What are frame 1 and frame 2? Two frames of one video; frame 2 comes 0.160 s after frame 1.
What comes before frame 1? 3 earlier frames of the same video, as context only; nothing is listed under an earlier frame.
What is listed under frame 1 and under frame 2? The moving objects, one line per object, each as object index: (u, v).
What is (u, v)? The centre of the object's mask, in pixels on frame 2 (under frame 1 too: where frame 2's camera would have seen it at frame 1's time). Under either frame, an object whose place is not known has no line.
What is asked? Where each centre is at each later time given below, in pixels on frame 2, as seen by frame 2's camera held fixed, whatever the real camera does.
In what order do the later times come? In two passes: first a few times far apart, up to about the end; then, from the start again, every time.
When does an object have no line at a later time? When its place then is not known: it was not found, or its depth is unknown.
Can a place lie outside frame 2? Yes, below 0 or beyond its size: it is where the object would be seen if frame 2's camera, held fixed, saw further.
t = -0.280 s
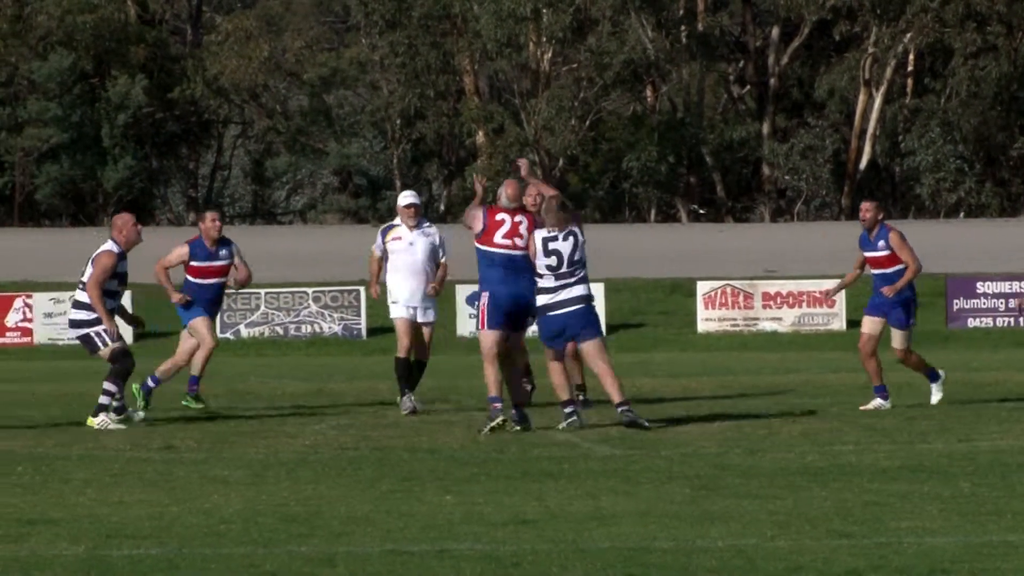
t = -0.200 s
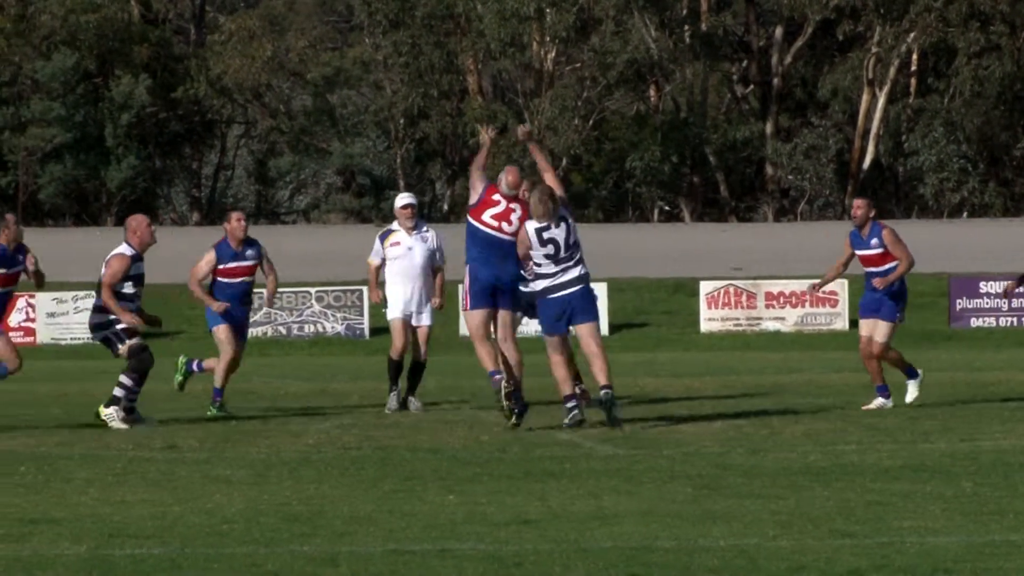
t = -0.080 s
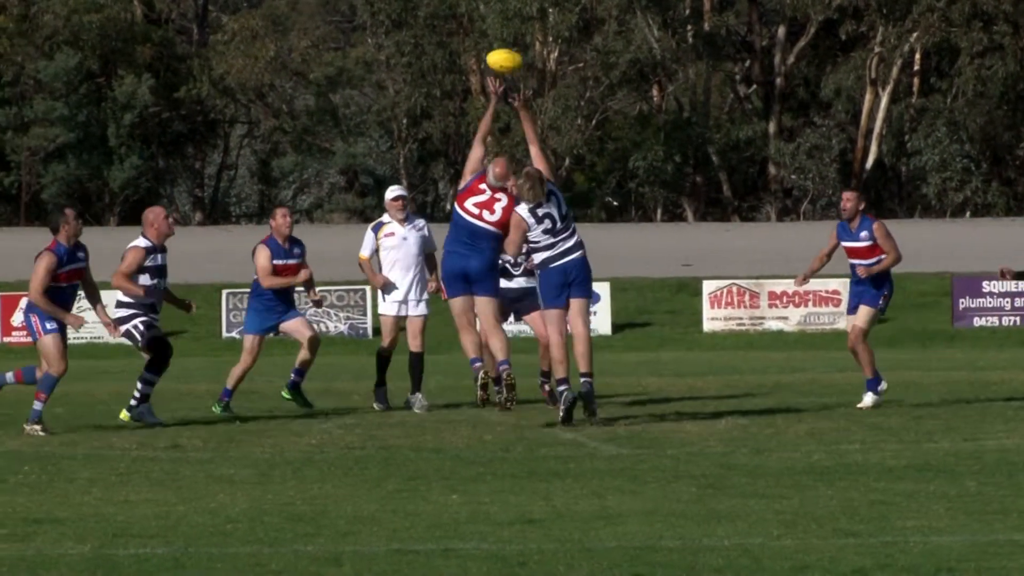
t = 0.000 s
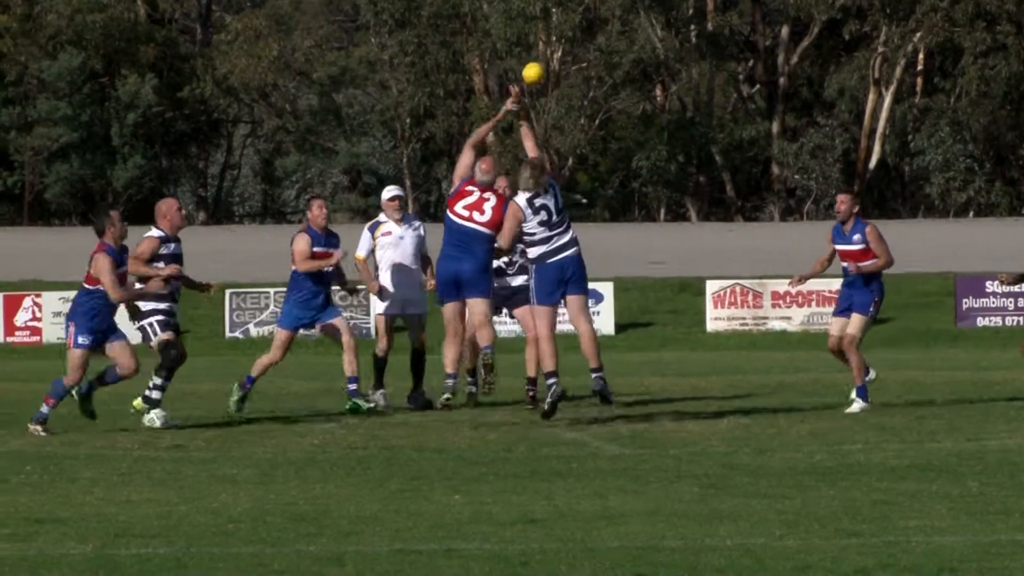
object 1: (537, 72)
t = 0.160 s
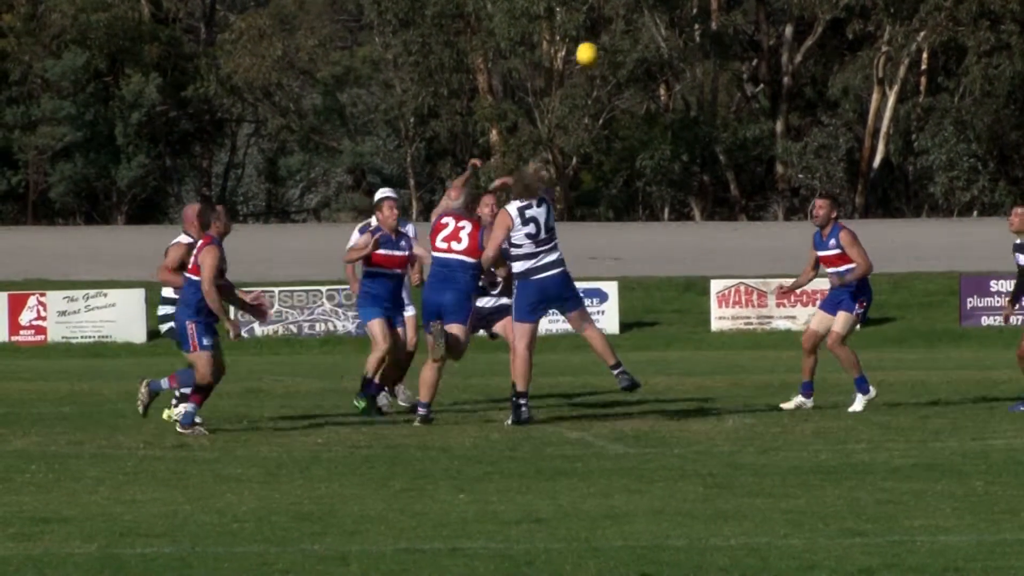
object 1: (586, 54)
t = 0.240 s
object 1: (611, 55)
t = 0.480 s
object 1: (686, 115)
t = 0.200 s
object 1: (598, 53)
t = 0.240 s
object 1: (611, 55)
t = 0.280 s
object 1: (623, 60)
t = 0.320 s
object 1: (636, 68)
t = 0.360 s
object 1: (650, 76)
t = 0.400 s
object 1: (660, 87)
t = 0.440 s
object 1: (672, 98)
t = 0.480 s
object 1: (686, 115)
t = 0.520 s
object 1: (698, 132)
